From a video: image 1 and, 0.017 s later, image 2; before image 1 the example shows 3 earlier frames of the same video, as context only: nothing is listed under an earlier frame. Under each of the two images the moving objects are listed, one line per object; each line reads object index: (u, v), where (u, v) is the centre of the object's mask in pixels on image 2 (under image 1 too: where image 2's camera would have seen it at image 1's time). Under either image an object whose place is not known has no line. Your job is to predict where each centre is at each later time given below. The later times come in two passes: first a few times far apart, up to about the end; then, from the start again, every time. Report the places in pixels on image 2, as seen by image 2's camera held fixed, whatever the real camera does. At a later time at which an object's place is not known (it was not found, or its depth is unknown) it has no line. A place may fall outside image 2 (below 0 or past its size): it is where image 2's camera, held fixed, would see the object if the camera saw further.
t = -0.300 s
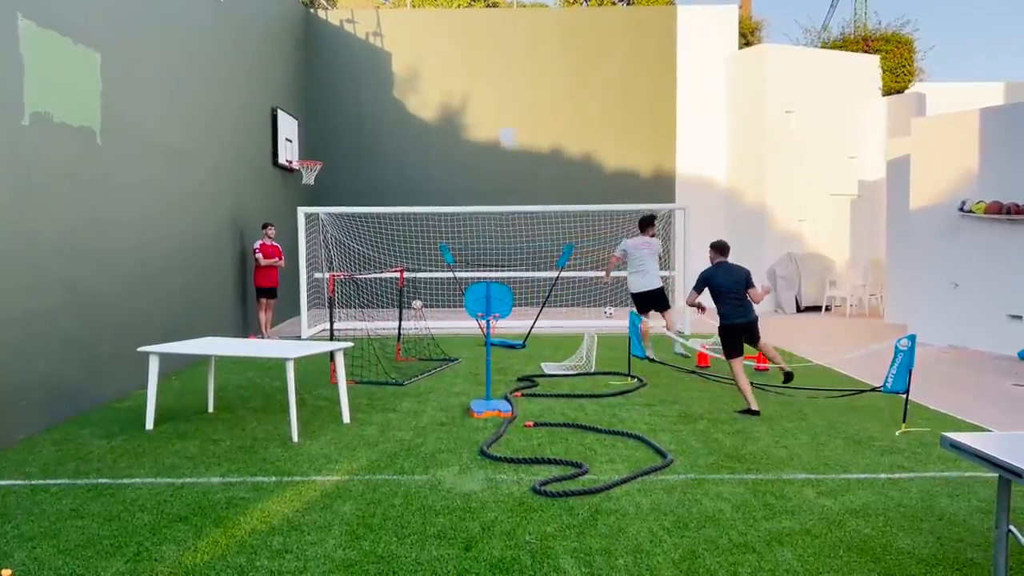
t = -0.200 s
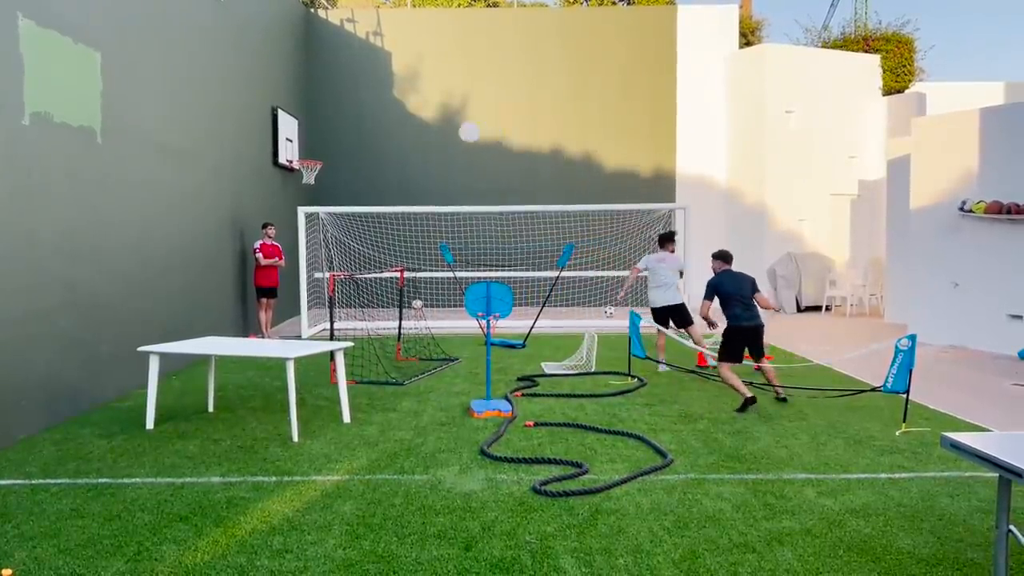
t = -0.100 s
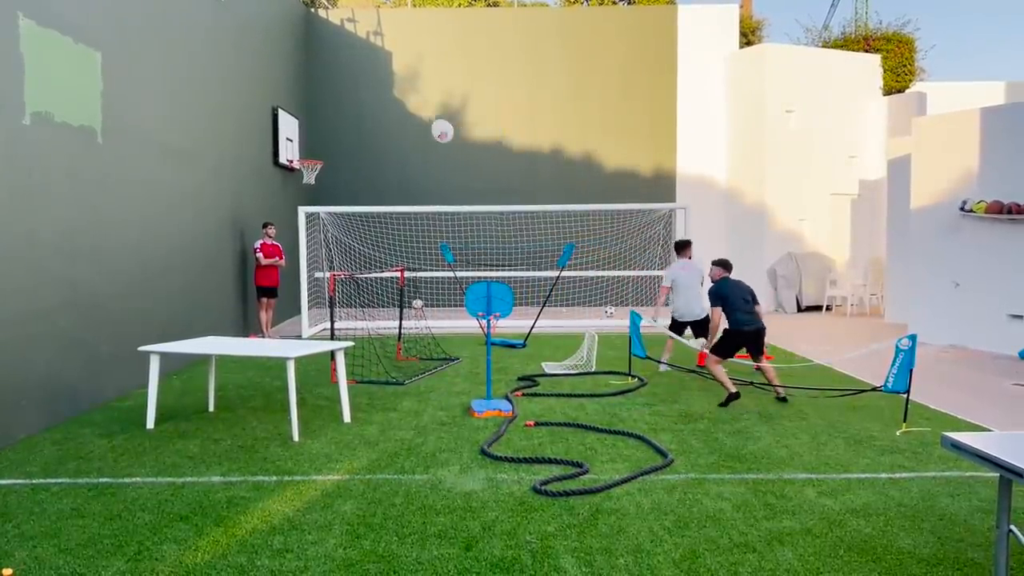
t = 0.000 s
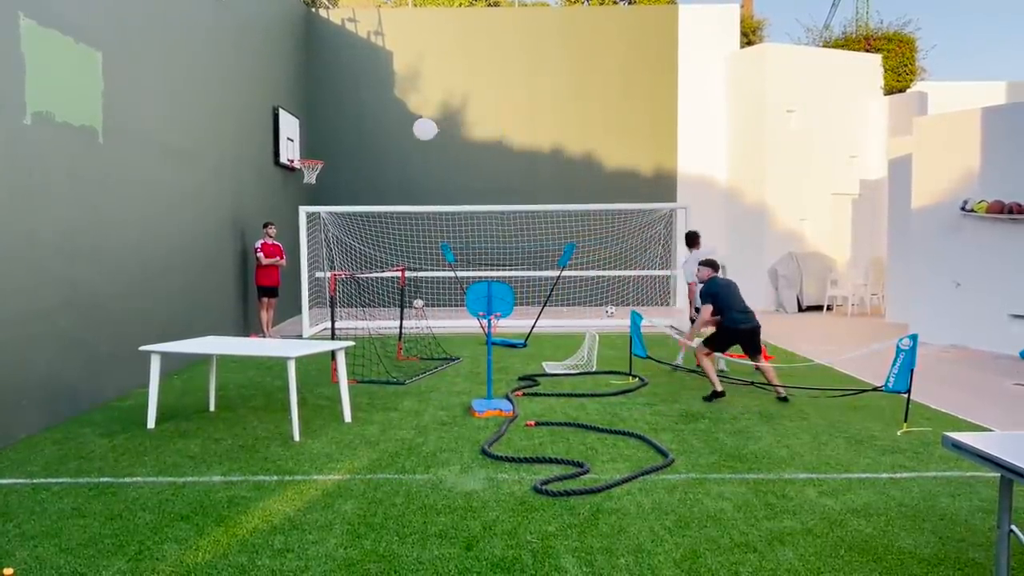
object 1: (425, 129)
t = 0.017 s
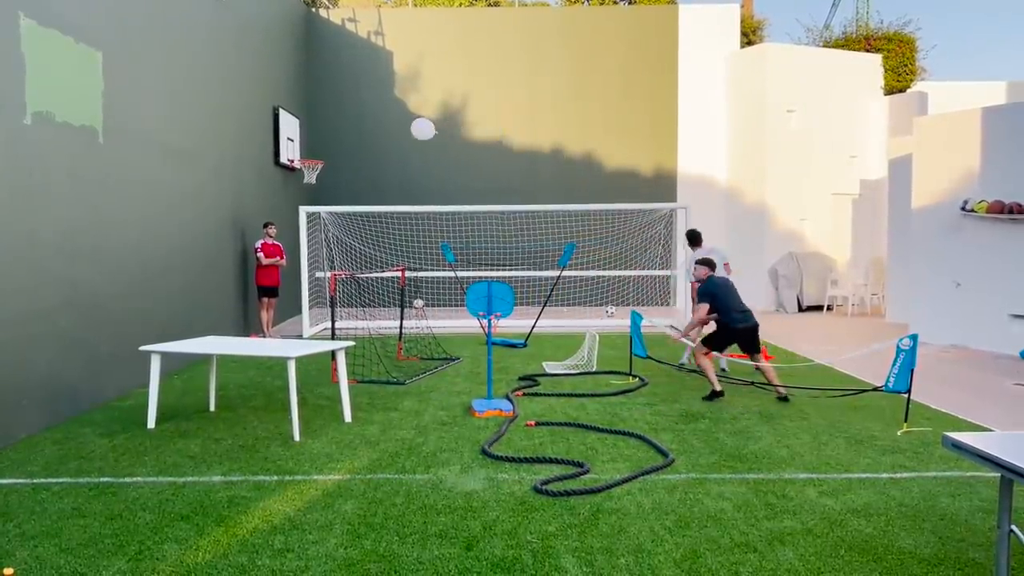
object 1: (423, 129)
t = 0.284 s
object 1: (404, 138)
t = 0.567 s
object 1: (400, 162)
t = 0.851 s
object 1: (410, 196)
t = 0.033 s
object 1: (420, 129)
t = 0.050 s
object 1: (418, 129)
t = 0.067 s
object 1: (417, 129)
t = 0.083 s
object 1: (416, 129)
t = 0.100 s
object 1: (414, 130)
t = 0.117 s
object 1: (414, 130)
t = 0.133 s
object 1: (412, 131)
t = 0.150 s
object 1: (411, 131)
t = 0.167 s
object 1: (410, 132)
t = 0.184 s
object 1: (409, 133)
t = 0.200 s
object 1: (408, 134)
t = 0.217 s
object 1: (408, 134)
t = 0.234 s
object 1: (406, 135)
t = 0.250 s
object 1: (405, 136)
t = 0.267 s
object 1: (404, 137)
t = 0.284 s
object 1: (404, 138)
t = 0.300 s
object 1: (403, 139)
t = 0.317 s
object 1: (403, 140)
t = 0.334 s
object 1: (402, 141)
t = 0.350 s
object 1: (402, 142)
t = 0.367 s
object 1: (401, 143)
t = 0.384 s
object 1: (400, 144)
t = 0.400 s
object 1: (400, 145)
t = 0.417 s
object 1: (400, 147)
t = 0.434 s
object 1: (400, 148)
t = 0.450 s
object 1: (400, 150)
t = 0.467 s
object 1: (400, 152)
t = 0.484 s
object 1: (400, 153)
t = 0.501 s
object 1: (400, 155)
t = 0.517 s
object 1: (400, 157)
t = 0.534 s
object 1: (400, 159)
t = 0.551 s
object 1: (400, 160)
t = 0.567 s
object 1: (400, 162)
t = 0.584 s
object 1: (400, 164)
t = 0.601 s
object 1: (401, 166)
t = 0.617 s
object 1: (401, 168)
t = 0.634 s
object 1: (402, 170)
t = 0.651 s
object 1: (402, 172)
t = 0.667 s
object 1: (402, 174)
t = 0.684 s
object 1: (403, 176)
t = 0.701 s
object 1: (403, 178)
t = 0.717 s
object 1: (404, 180)
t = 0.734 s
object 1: (405, 182)
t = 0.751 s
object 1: (405, 184)
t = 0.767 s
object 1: (406, 186)
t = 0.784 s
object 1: (407, 189)
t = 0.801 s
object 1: (408, 191)
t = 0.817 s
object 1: (408, 193)
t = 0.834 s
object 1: (409, 195)
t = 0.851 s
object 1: (410, 196)
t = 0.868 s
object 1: (410, 197)
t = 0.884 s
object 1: (412, 201)
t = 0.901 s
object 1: (412, 204)
